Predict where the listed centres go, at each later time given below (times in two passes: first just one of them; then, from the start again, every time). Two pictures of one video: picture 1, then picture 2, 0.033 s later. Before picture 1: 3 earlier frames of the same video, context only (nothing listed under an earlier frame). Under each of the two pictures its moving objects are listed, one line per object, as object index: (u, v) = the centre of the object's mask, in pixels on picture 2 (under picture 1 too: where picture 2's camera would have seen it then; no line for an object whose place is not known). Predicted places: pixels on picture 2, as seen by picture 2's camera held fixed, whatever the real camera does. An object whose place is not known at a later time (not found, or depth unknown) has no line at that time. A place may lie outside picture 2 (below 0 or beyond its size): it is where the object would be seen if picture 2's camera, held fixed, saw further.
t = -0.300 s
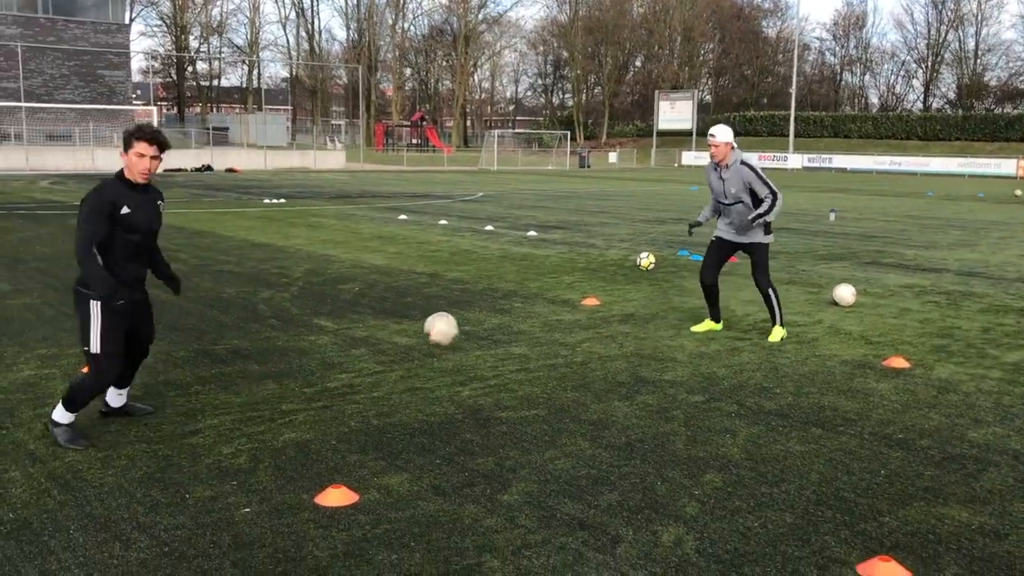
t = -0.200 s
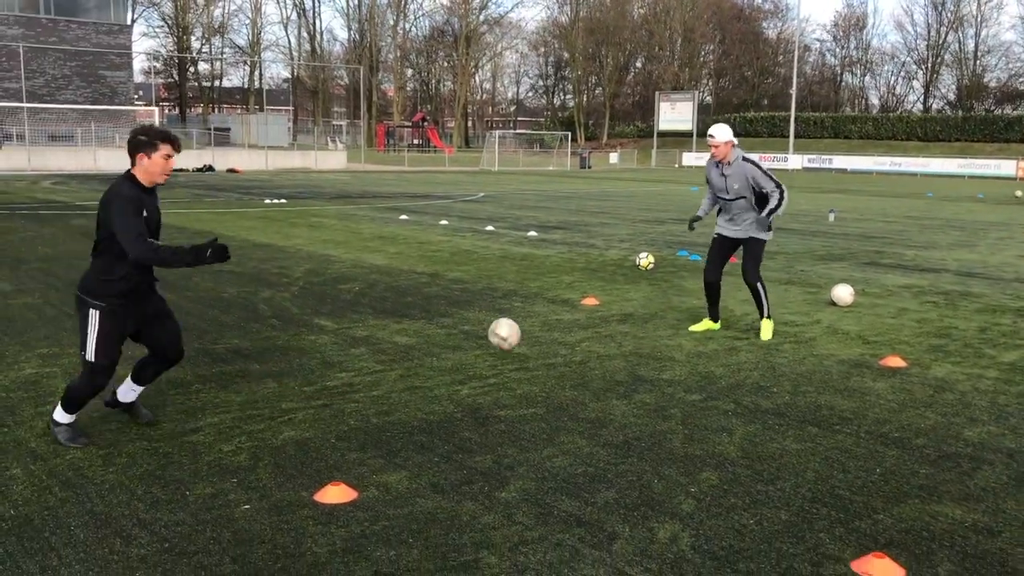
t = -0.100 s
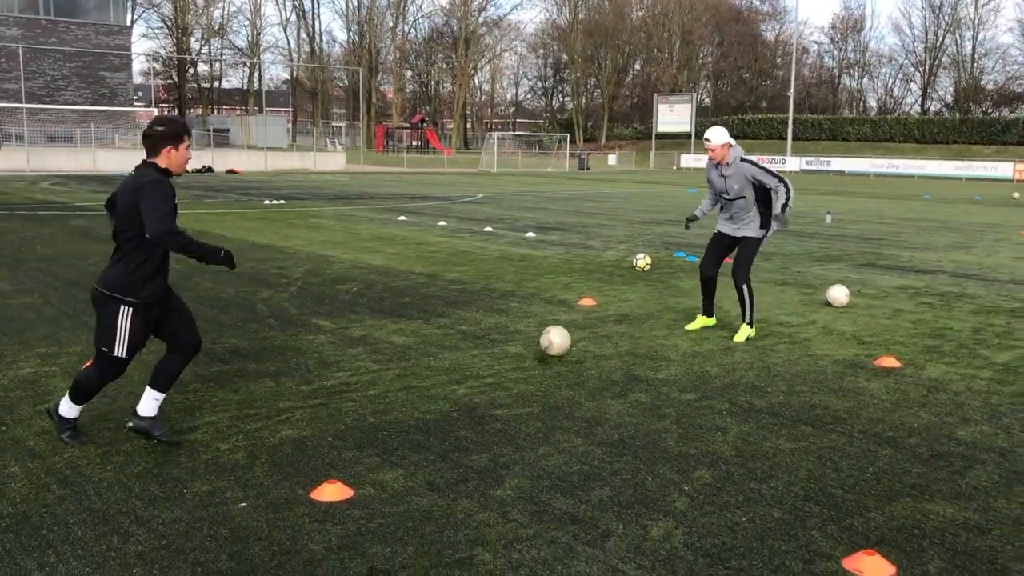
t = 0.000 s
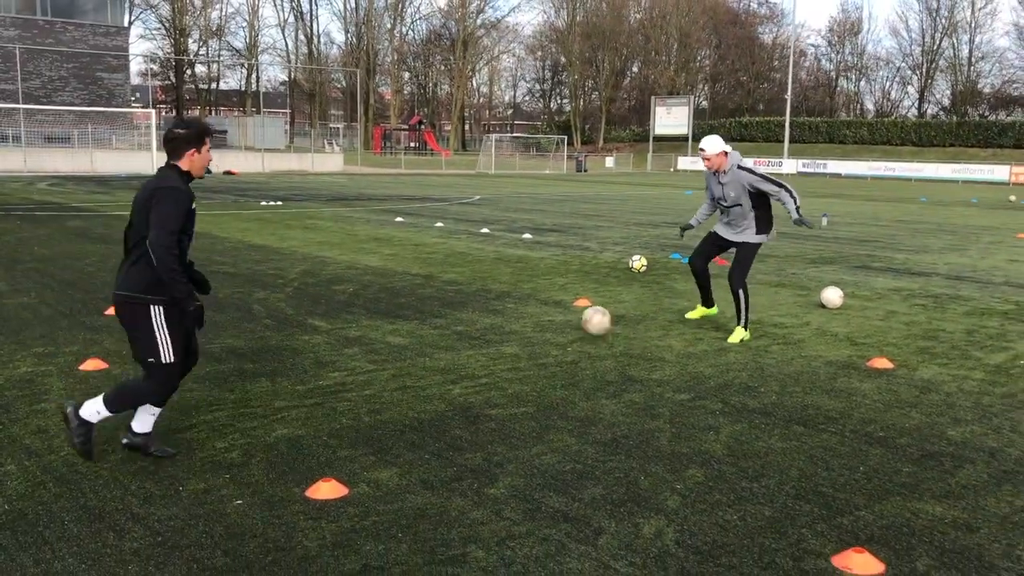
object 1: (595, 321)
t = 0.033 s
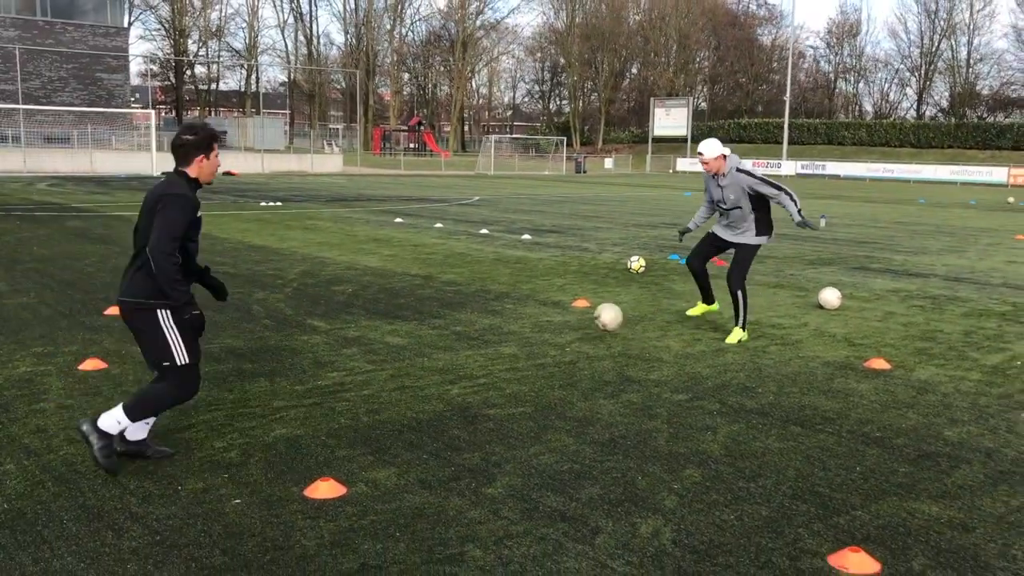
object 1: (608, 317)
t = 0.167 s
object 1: (661, 316)
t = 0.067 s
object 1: (622, 314)
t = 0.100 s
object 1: (635, 313)
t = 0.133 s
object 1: (648, 314)
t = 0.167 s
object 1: (661, 316)
